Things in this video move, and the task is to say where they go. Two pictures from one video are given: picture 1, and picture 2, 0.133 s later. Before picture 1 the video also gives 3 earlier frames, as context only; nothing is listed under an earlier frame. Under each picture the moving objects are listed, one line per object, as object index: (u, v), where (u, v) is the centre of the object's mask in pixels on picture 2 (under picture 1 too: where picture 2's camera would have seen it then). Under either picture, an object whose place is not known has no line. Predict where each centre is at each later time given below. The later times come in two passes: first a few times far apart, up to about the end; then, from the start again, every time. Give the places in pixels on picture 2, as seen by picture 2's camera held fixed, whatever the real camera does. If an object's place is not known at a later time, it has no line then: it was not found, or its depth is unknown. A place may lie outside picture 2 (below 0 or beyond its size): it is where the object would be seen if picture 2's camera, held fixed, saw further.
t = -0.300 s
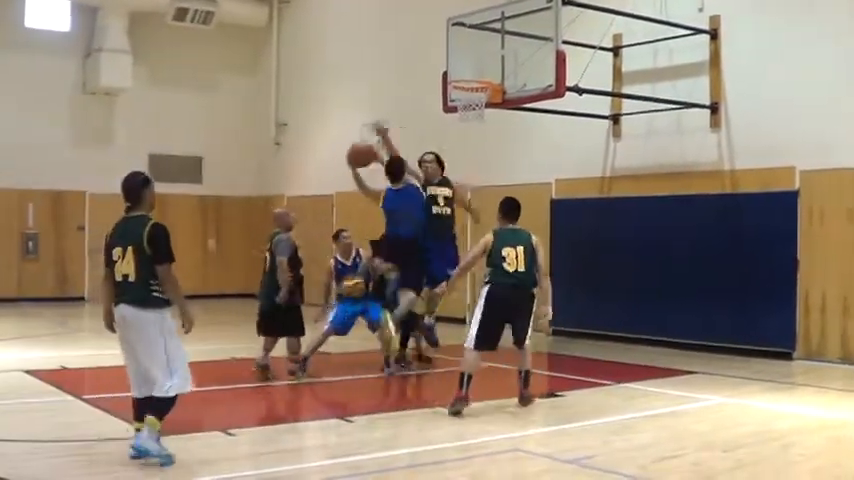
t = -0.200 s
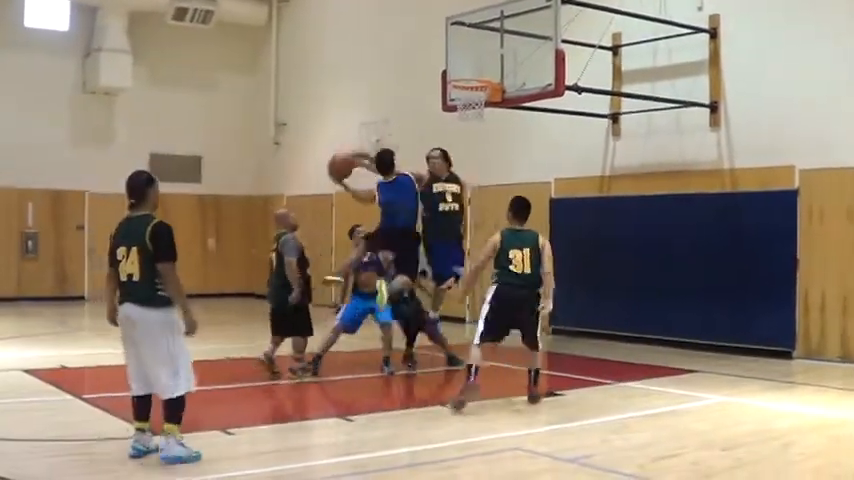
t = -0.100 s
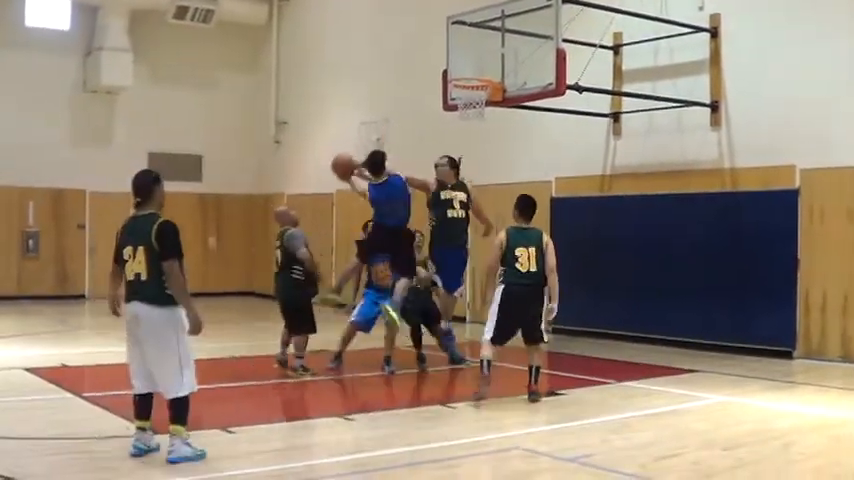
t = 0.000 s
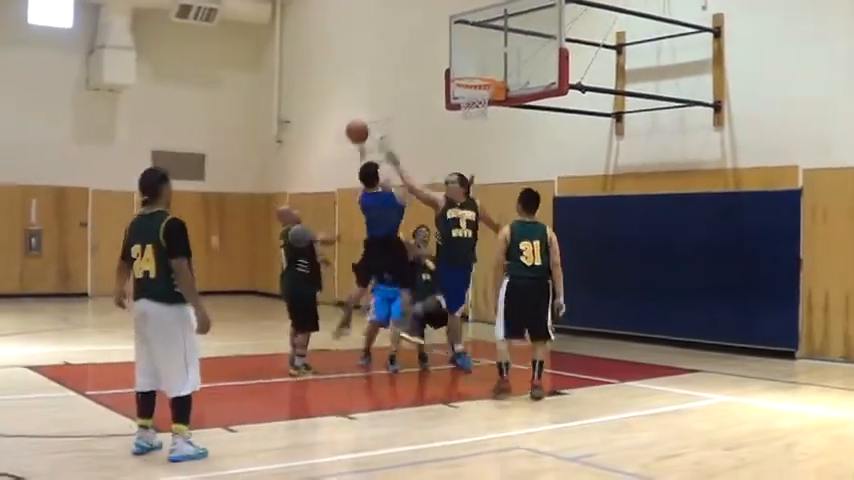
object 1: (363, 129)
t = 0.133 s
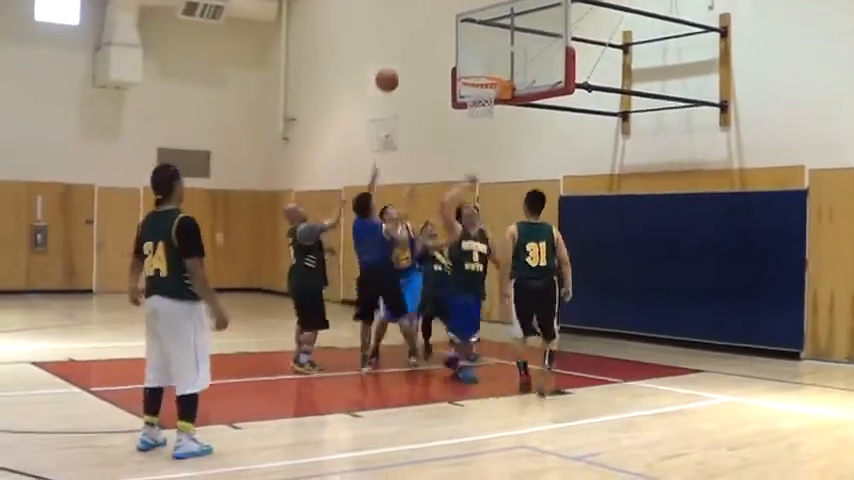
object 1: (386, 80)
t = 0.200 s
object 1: (398, 63)
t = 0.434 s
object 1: (436, 35)
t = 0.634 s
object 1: (466, 52)
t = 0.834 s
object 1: (477, 71)
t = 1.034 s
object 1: (444, 82)
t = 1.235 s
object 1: (411, 129)
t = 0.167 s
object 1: (392, 71)
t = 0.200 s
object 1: (398, 63)
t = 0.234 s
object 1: (404, 55)
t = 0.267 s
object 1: (410, 49)
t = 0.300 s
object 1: (415, 45)
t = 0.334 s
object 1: (421, 41)
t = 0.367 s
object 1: (426, 38)
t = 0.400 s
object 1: (431, 36)
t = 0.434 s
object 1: (436, 35)
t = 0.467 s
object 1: (441, 35)
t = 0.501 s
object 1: (446, 37)
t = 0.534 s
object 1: (451, 40)
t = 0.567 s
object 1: (457, 44)
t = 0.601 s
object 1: (461, 46)
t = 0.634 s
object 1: (466, 52)
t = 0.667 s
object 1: (472, 58)
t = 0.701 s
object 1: (476, 65)
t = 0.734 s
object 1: (481, 72)
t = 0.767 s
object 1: (482, 72)
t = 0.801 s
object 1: (482, 72)
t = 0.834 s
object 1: (477, 71)
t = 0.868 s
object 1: (471, 71)
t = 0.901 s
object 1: (466, 69)
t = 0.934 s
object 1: (461, 72)
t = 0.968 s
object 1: (454, 75)
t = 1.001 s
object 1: (450, 77)
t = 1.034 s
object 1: (444, 82)
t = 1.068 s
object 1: (439, 87)
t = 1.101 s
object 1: (434, 94)
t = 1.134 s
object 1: (428, 101)
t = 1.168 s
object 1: (423, 110)
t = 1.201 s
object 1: (418, 119)
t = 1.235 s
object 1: (411, 129)
